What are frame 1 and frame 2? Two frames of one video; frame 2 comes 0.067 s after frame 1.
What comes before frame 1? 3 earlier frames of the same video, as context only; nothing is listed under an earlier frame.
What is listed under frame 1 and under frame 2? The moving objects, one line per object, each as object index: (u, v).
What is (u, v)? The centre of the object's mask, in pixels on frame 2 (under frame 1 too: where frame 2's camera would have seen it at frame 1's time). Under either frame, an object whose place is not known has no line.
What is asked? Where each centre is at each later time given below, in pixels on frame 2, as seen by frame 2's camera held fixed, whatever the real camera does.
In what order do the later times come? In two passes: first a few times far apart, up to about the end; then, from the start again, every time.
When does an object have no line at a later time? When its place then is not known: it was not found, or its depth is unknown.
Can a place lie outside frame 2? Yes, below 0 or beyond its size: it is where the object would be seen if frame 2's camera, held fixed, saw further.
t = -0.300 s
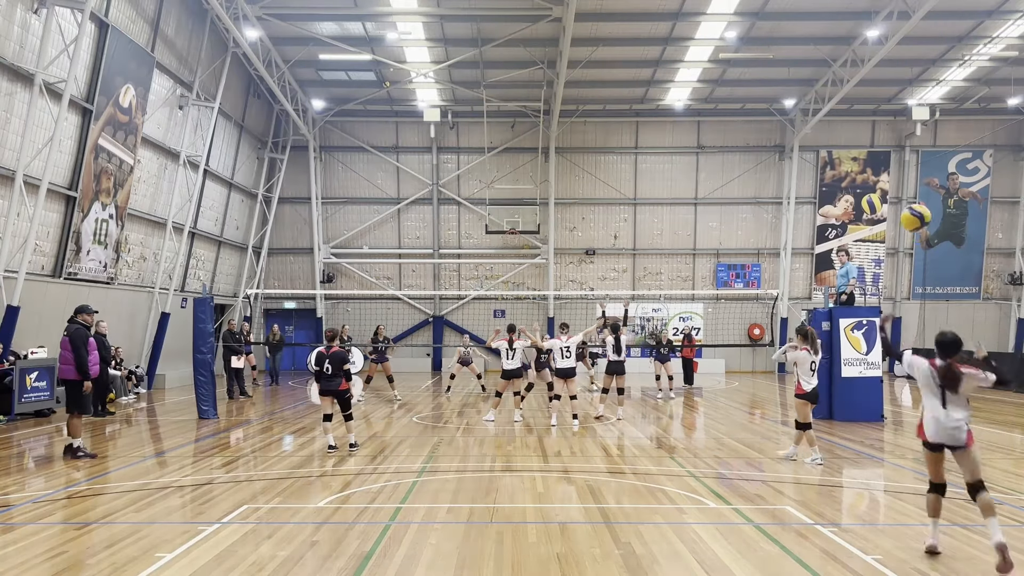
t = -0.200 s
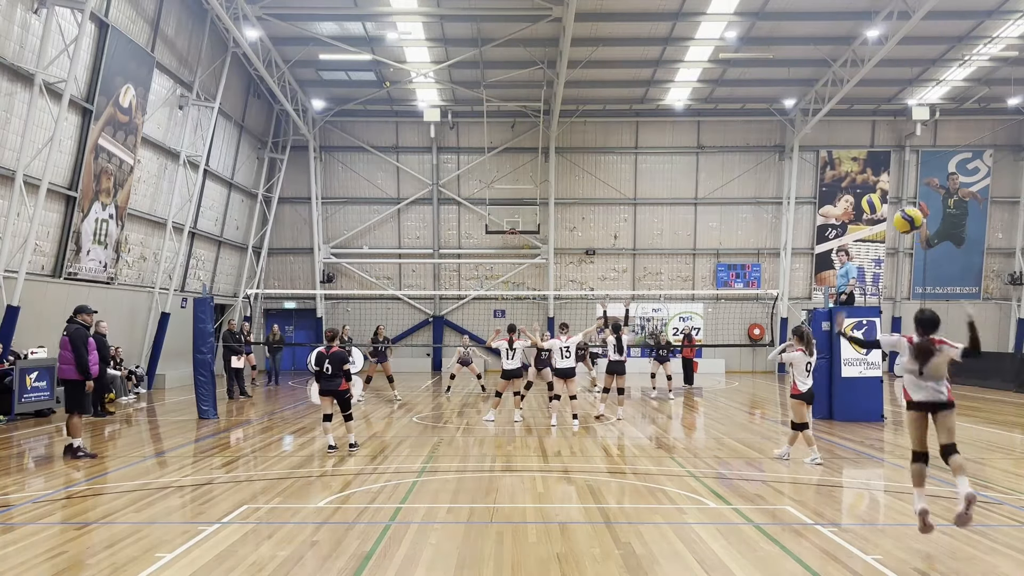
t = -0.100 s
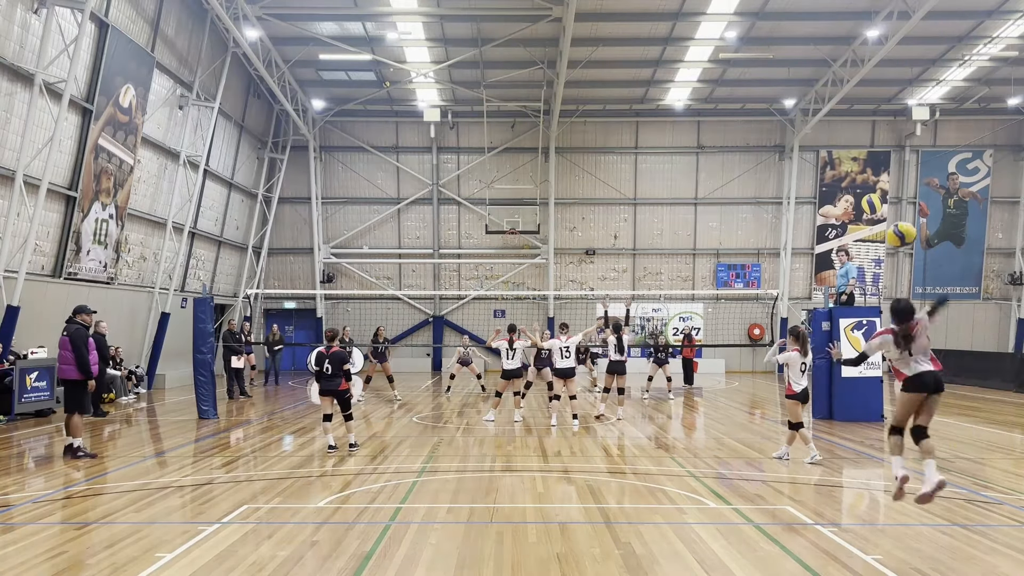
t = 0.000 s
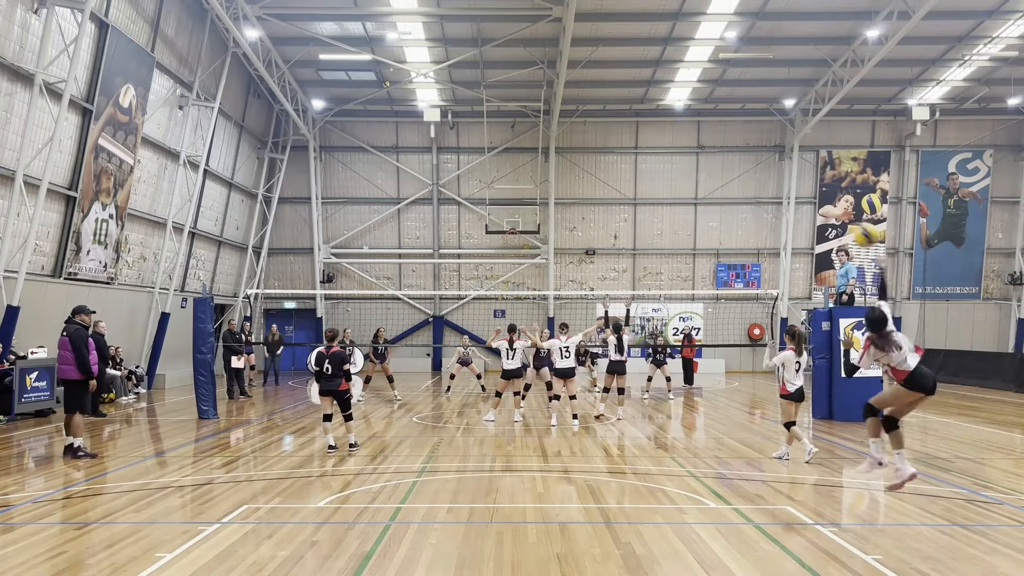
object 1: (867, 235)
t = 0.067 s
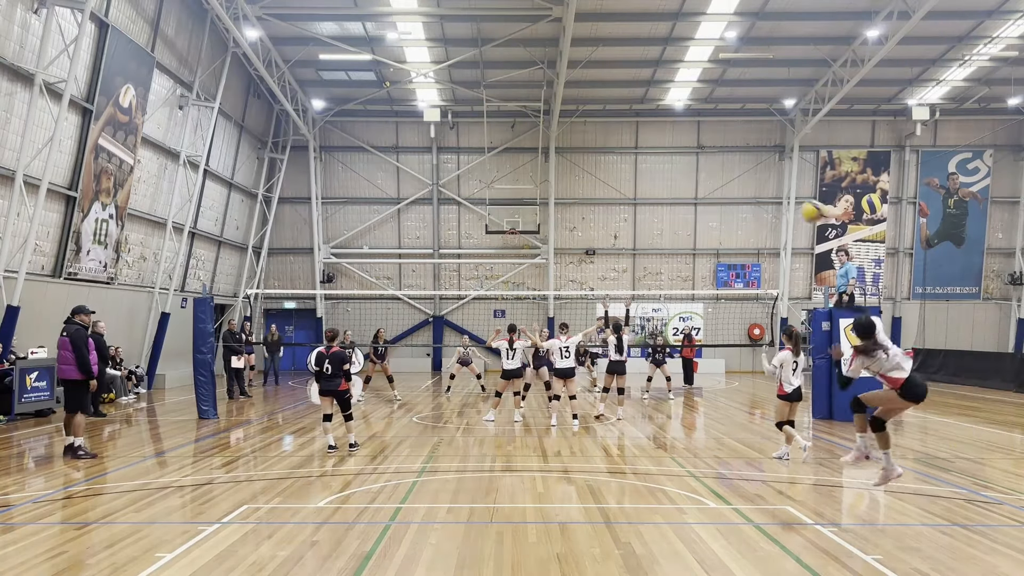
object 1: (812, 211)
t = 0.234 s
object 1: (722, 184)
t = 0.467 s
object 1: (640, 191)
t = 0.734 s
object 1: (579, 228)
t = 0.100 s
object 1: (790, 203)
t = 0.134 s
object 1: (770, 195)
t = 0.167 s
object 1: (752, 191)
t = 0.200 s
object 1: (736, 186)
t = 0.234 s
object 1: (722, 184)
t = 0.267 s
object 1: (706, 184)
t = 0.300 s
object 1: (693, 184)
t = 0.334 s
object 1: (682, 184)
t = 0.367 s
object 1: (670, 185)
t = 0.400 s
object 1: (658, 187)
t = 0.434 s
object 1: (649, 189)
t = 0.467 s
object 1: (640, 191)
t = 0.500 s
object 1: (631, 194)
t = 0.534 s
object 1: (622, 199)
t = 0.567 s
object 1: (614, 203)
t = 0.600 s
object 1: (606, 207)
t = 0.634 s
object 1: (598, 212)
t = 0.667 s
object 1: (591, 217)
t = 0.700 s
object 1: (585, 222)
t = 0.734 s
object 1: (579, 228)
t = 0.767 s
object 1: (573, 233)
